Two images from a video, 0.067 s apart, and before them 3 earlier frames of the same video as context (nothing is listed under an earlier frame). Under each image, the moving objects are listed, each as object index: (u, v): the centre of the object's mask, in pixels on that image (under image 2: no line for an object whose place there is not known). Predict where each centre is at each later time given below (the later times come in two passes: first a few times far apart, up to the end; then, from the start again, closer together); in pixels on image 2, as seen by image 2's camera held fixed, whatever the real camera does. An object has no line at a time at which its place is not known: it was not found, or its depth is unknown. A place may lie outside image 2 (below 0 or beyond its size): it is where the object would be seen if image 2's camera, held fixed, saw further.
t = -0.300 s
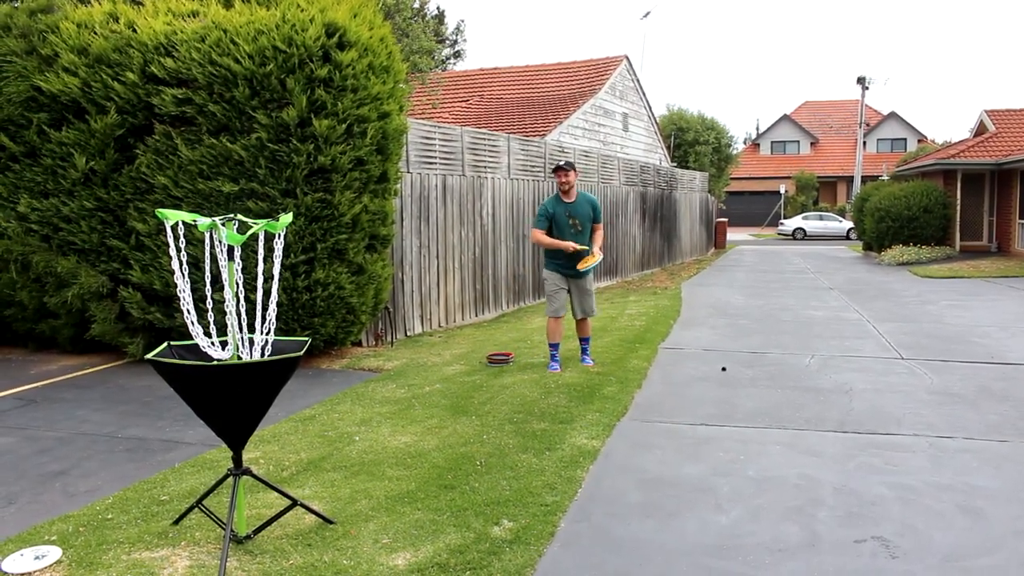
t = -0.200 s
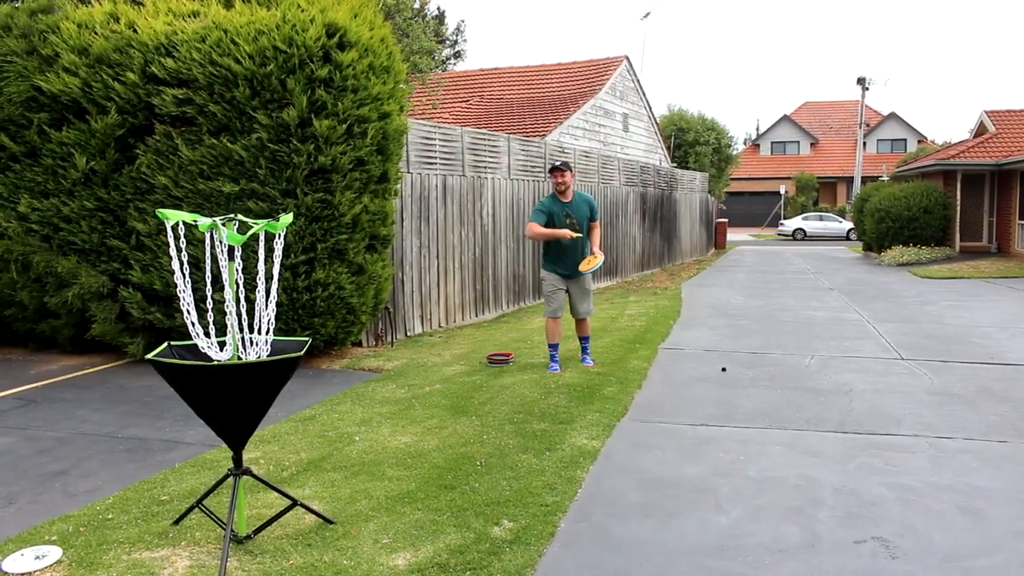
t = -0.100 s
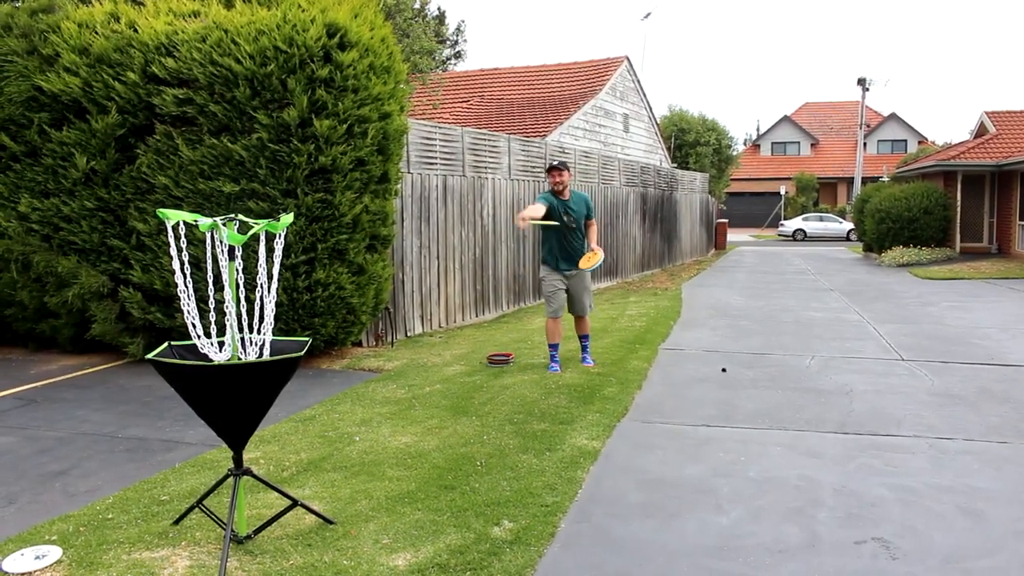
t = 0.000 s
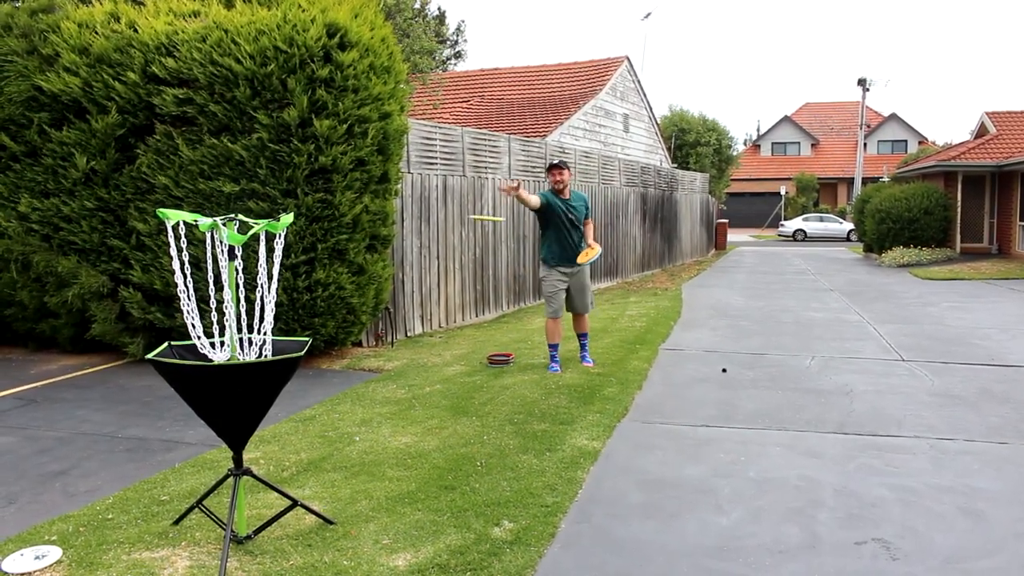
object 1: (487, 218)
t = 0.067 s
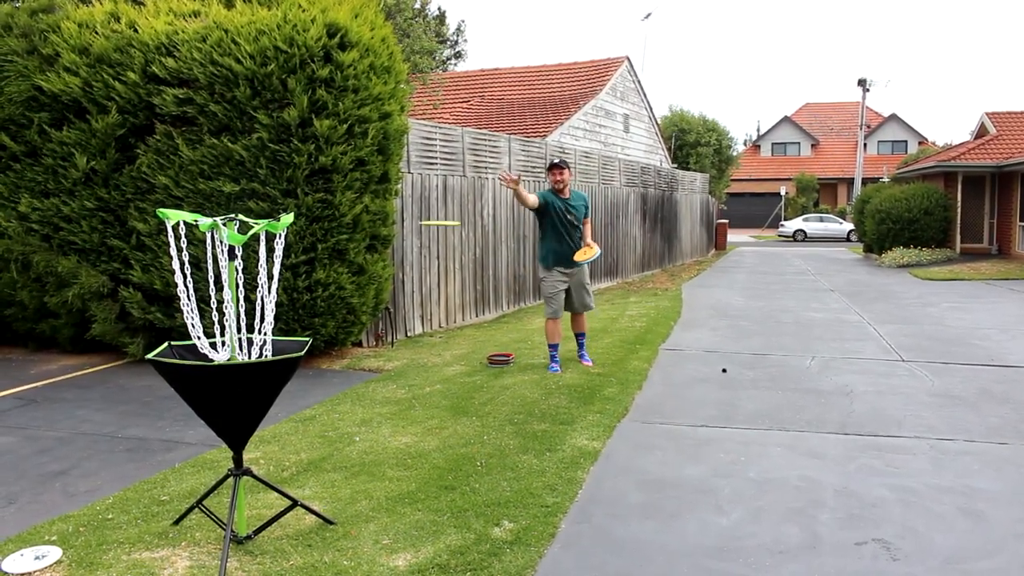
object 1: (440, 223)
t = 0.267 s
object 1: (247, 286)
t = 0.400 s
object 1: (253, 309)
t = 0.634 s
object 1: (242, 349)
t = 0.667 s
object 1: (243, 355)
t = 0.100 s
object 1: (412, 228)
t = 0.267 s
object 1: (247, 286)
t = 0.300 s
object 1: (241, 288)
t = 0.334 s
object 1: (246, 294)
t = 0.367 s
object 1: (248, 301)
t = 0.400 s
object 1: (253, 309)
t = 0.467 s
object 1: (258, 328)
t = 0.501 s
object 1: (256, 333)
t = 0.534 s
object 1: (251, 337)
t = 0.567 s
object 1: (246, 341)
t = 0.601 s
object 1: (243, 345)
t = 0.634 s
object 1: (242, 349)
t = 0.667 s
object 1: (243, 355)
